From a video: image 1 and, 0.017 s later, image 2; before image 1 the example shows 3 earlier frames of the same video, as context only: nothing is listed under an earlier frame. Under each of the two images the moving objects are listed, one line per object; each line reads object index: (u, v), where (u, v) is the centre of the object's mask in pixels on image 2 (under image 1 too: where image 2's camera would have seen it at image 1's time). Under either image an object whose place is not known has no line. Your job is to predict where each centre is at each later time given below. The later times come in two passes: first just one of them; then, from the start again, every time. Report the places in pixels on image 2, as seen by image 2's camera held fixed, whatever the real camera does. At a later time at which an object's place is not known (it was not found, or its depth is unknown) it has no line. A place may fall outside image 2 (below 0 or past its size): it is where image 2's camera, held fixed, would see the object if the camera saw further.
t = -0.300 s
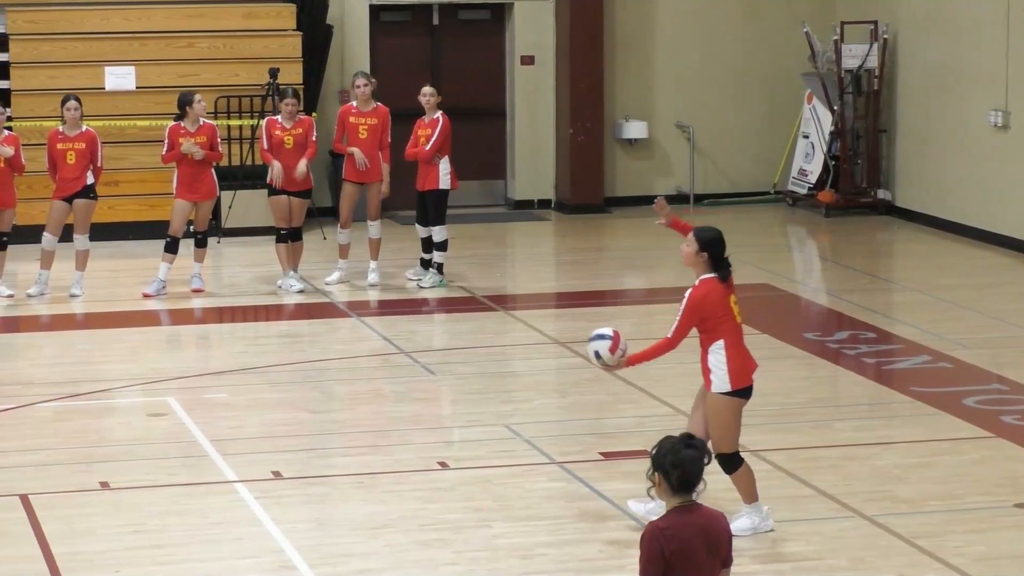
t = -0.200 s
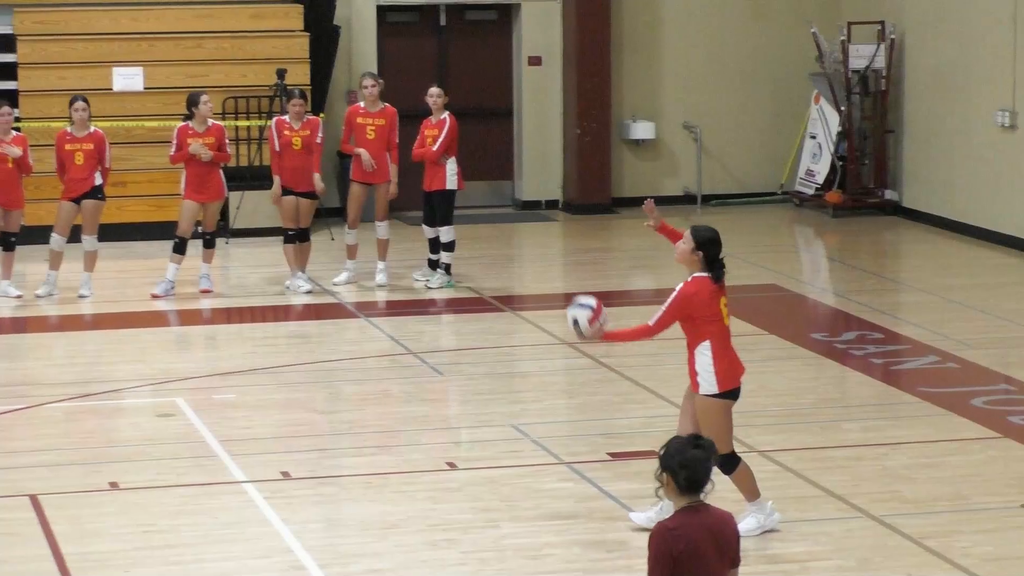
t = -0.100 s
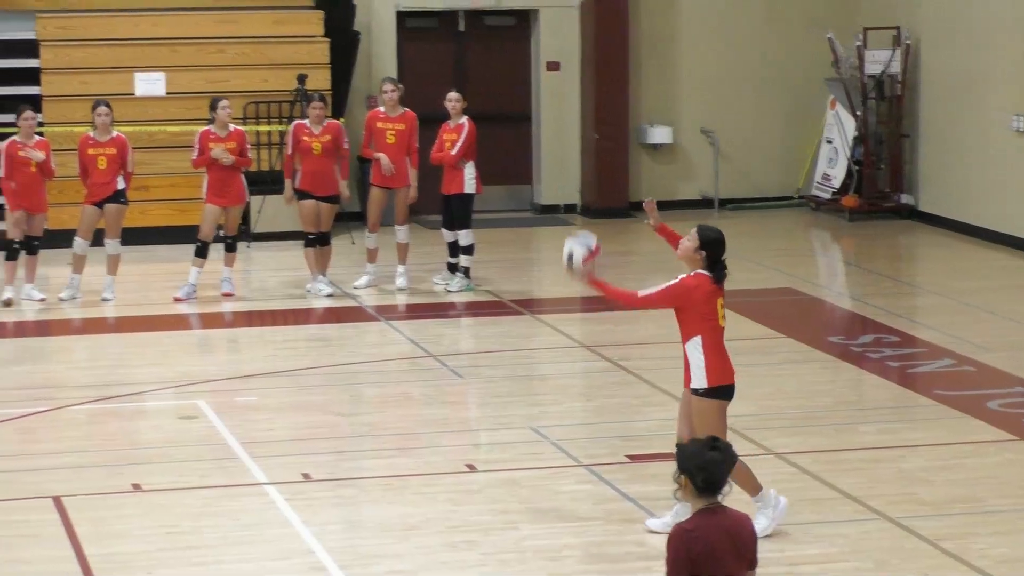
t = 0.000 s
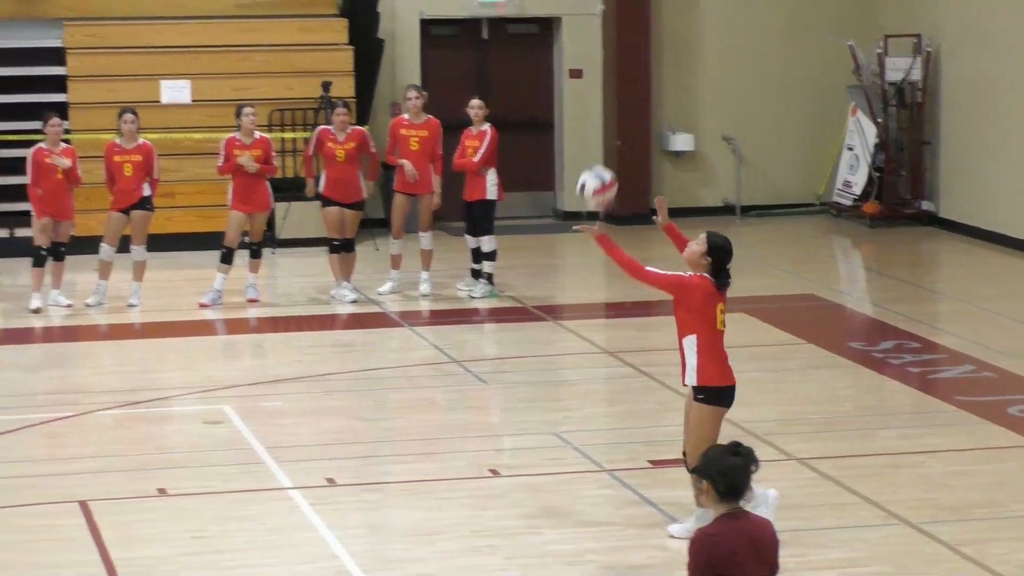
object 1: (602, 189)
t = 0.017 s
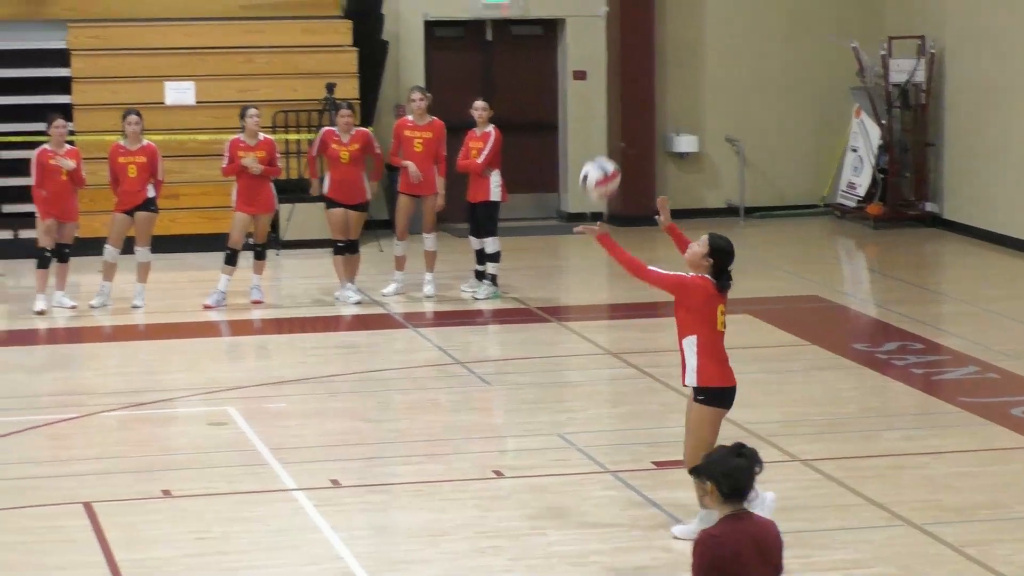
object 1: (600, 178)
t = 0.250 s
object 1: (585, 89)
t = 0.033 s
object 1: (599, 168)
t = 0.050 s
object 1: (598, 159)
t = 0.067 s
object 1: (597, 151)
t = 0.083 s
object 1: (596, 142)
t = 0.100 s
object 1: (595, 135)
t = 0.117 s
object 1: (594, 127)
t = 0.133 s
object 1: (593, 121)
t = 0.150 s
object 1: (592, 115)
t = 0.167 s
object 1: (591, 109)
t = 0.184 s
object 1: (590, 104)
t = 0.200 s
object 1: (588, 100)
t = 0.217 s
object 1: (587, 96)
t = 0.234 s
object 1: (586, 92)
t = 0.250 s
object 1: (585, 89)
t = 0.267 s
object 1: (584, 87)
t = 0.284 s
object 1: (583, 84)
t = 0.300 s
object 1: (582, 83)
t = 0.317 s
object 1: (581, 82)
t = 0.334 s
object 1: (580, 81)
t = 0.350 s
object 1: (579, 81)
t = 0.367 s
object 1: (577, 82)
